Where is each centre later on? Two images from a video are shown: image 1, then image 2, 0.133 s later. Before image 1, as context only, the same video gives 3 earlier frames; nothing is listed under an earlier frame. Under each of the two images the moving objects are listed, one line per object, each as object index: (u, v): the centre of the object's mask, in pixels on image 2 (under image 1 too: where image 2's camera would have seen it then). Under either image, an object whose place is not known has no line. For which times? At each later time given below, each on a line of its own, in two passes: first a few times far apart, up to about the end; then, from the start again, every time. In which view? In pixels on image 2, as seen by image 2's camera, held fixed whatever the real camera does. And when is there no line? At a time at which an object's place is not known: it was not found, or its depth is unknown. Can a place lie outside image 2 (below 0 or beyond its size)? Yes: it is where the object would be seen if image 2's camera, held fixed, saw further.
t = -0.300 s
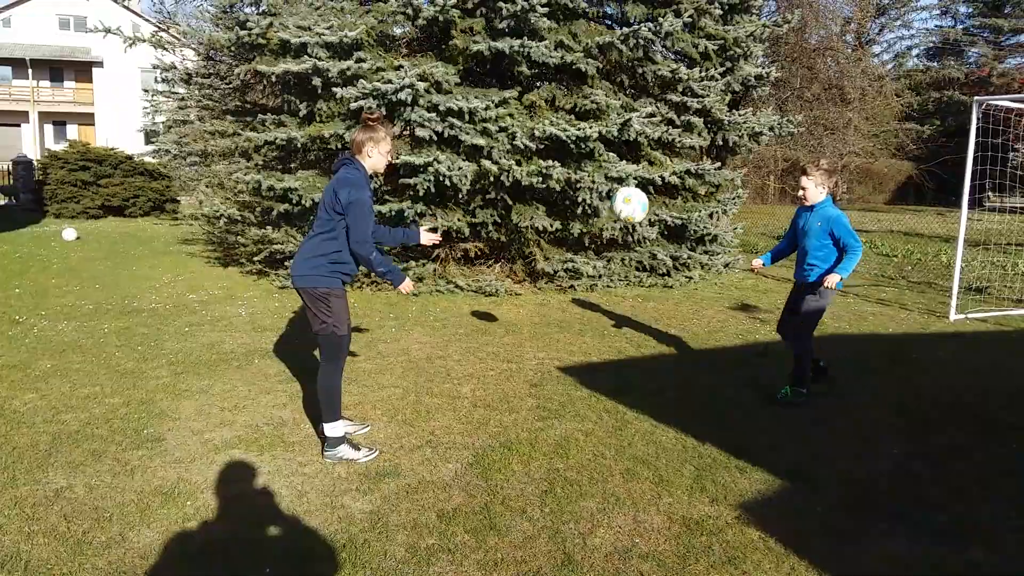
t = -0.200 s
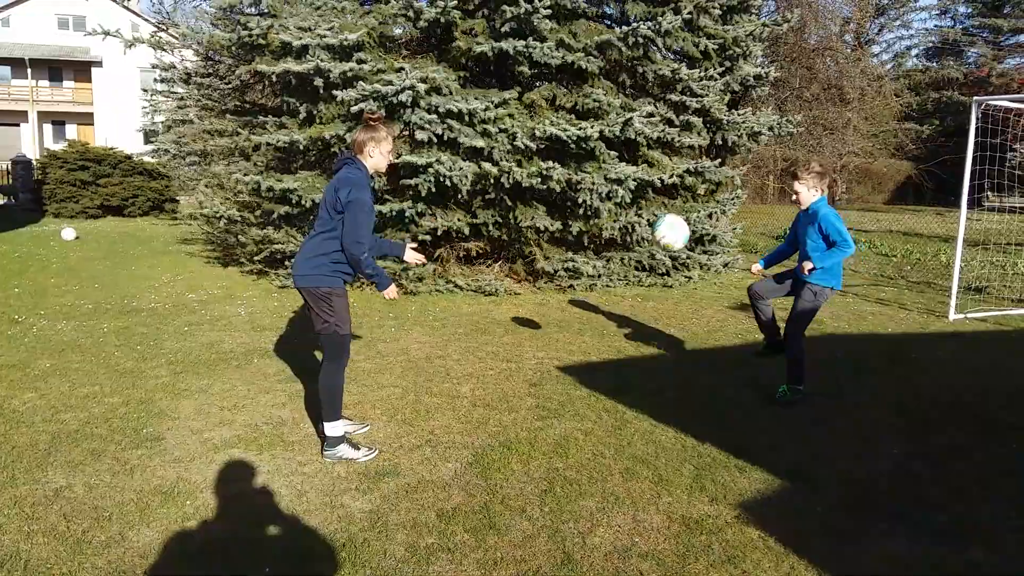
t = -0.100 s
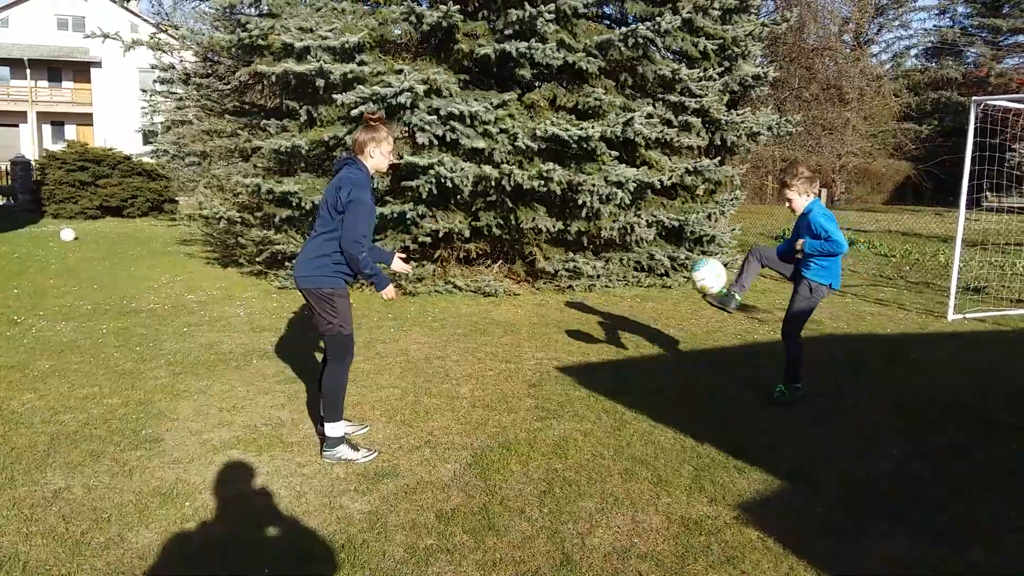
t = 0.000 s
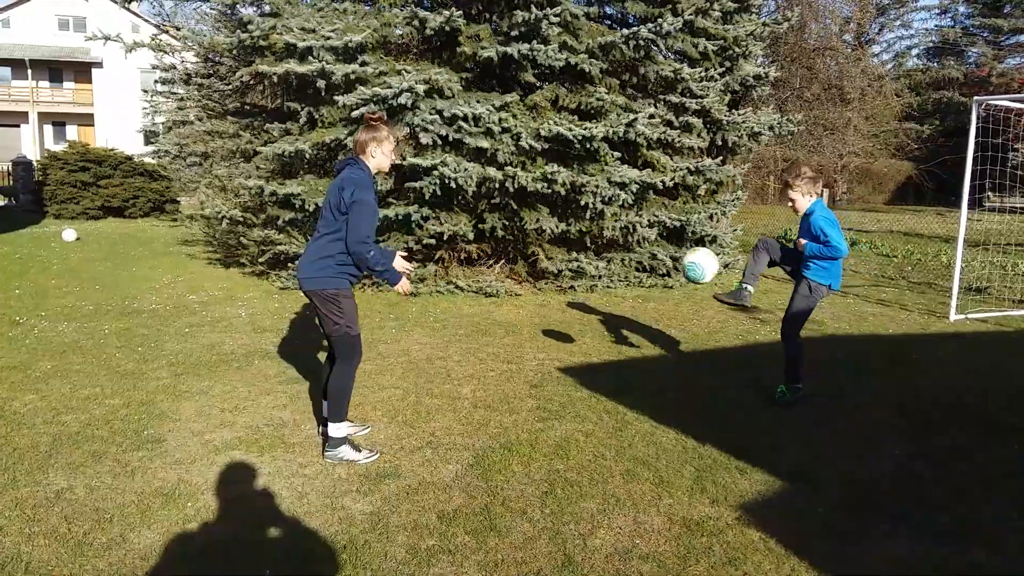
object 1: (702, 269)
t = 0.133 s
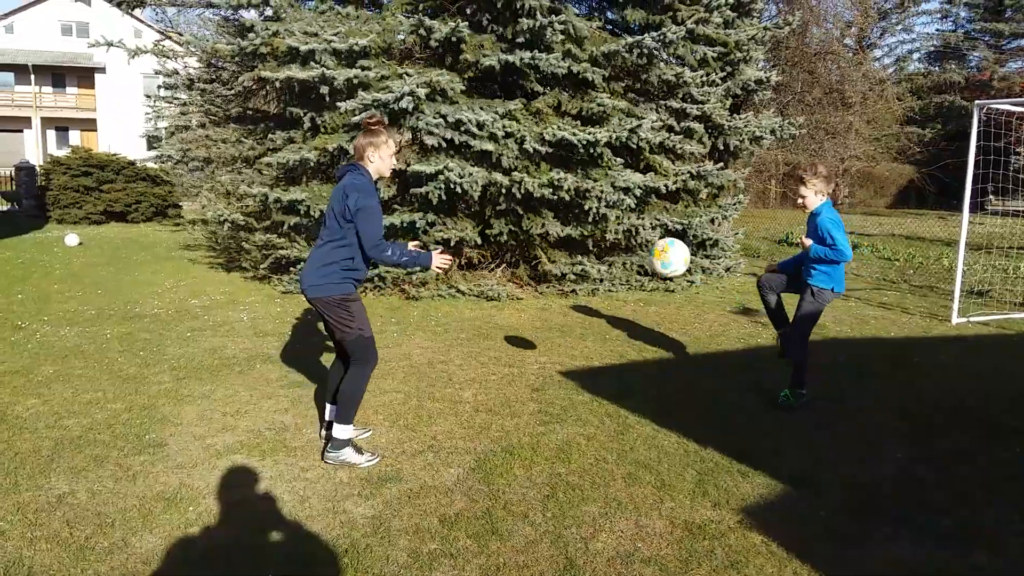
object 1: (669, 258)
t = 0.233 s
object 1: (642, 271)
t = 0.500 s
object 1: (550, 438)
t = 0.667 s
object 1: (496, 445)
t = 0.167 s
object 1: (661, 260)
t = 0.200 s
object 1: (652, 264)
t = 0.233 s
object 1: (642, 271)
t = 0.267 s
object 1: (632, 280)
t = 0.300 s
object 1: (622, 293)
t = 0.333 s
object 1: (611, 309)
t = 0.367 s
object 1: (600, 327)
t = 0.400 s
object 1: (588, 349)
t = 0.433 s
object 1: (576, 375)
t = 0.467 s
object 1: (564, 403)
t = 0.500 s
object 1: (550, 438)
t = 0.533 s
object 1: (536, 476)
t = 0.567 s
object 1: (524, 496)
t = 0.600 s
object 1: (515, 477)
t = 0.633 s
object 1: (506, 460)
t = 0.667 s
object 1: (496, 445)
